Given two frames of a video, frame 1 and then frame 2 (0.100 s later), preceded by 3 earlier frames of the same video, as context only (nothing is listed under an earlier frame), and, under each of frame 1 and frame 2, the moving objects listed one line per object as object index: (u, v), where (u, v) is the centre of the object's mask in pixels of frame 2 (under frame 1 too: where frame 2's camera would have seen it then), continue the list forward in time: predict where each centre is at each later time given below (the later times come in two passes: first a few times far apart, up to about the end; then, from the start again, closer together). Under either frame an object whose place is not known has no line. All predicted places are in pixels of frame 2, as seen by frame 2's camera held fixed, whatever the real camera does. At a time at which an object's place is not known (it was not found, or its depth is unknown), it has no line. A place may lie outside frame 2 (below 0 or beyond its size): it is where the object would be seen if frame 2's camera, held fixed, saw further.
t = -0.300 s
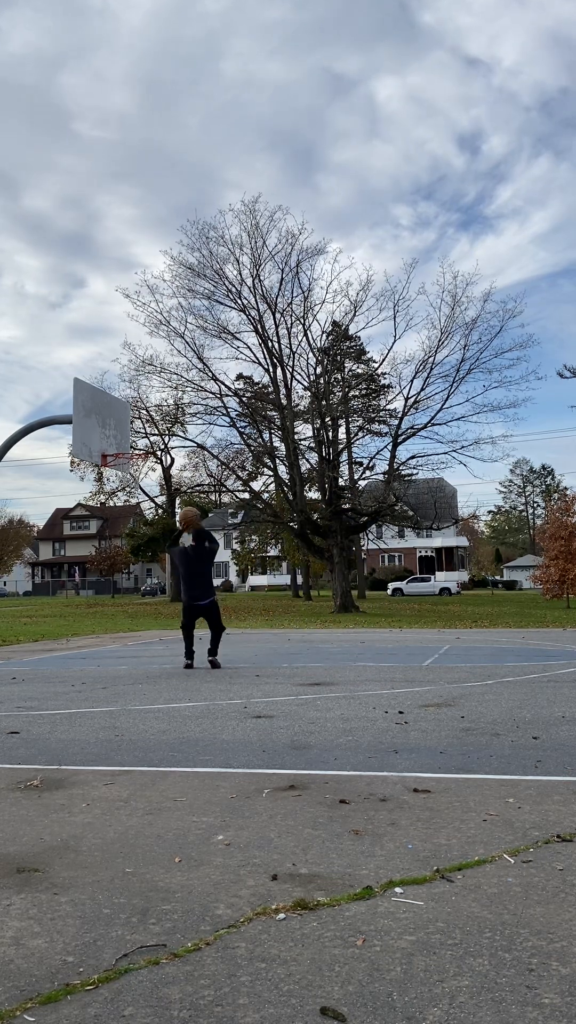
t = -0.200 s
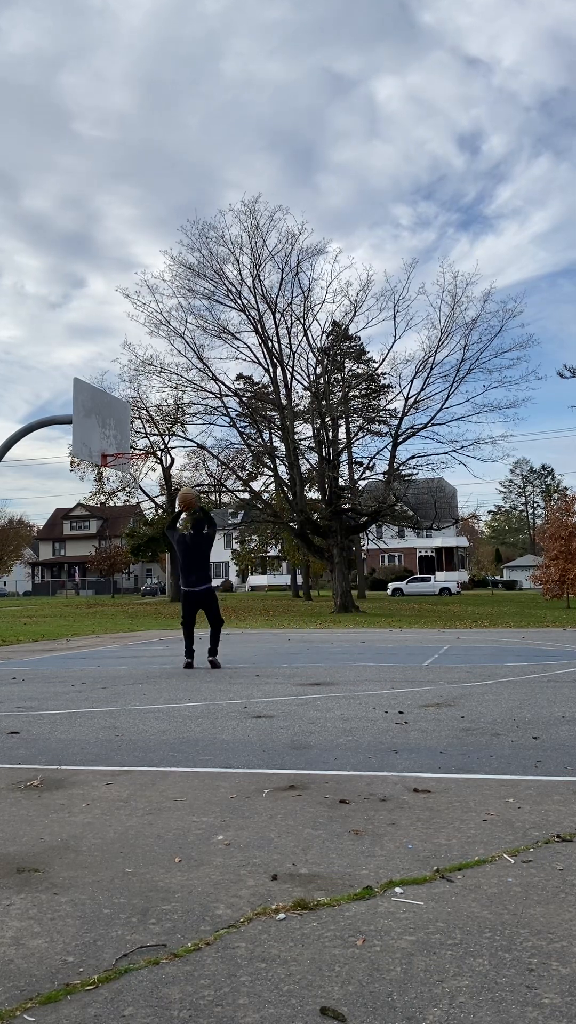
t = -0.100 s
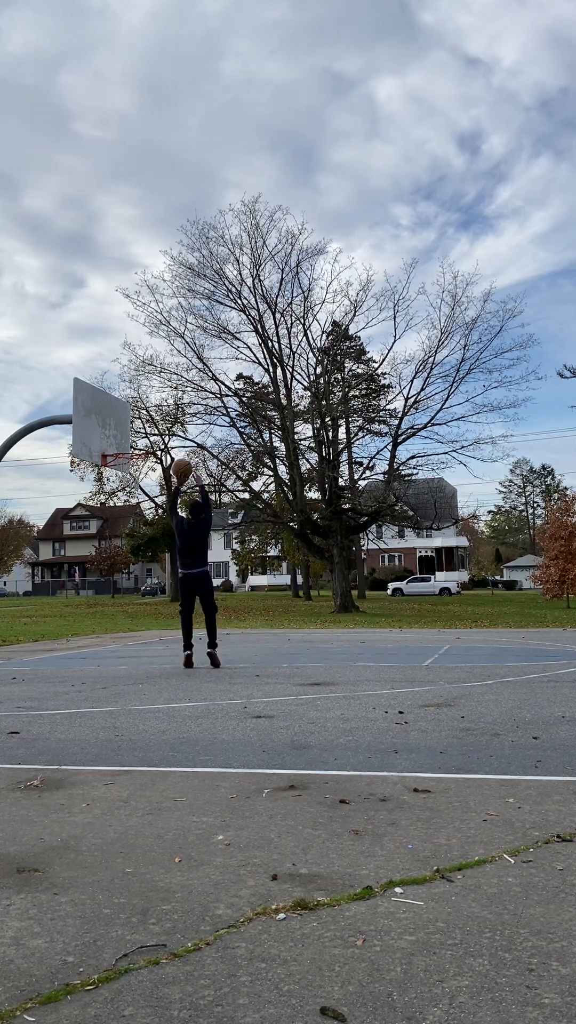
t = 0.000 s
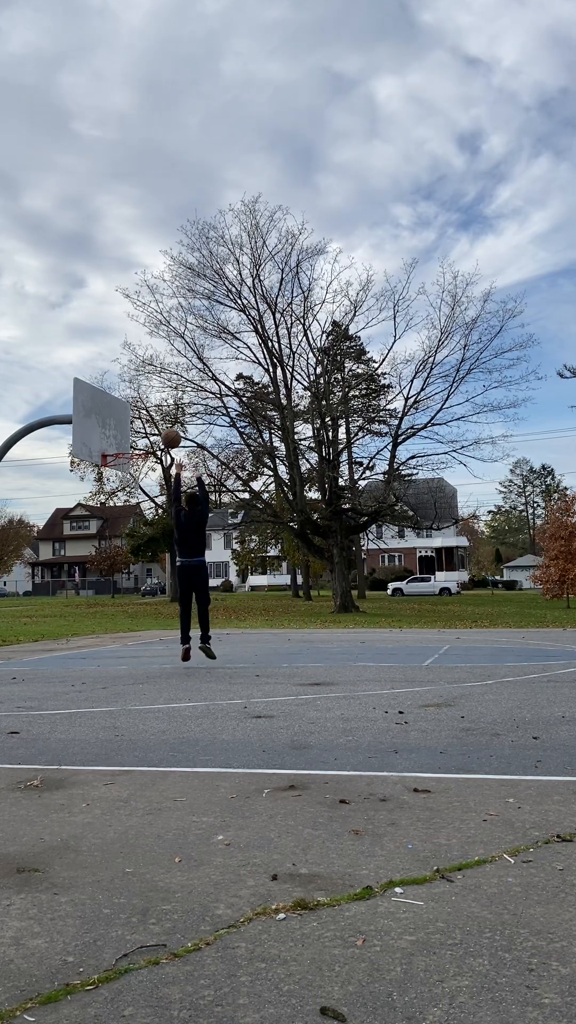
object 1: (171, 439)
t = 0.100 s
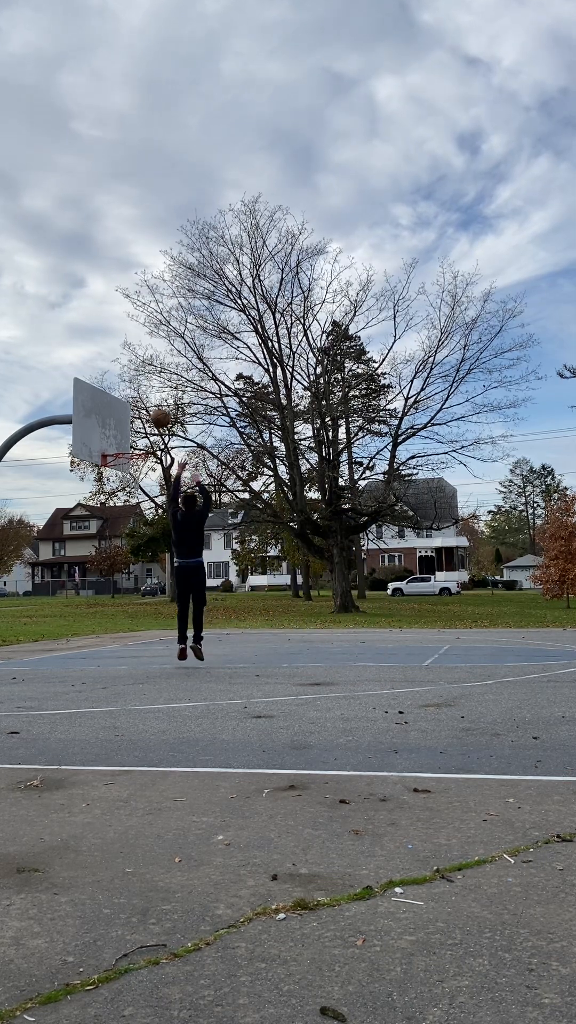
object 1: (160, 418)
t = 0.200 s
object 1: (151, 408)
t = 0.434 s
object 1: (130, 414)
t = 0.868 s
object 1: (122, 433)
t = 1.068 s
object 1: (134, 446)
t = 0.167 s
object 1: (153, 410)
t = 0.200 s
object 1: (151, 408)
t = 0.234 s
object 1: (147, 406)
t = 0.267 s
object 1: (144, 405)
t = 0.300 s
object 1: (141, 405)
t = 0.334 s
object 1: (138, 406)
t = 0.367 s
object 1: (135, 409)
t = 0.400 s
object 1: (133, 410)
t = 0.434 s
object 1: (130, 414)
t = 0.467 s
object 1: (127, 418)
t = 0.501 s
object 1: (124, 422)
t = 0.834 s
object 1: (120, 433)
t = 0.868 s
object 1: (122, 433)
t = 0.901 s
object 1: (124, 433)
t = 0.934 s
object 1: (126, 434)
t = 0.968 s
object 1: (128, 436)
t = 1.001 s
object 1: (130, 439)
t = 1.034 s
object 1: (132, 442)
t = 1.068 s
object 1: (134, 446)
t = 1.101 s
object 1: (136, 450)
